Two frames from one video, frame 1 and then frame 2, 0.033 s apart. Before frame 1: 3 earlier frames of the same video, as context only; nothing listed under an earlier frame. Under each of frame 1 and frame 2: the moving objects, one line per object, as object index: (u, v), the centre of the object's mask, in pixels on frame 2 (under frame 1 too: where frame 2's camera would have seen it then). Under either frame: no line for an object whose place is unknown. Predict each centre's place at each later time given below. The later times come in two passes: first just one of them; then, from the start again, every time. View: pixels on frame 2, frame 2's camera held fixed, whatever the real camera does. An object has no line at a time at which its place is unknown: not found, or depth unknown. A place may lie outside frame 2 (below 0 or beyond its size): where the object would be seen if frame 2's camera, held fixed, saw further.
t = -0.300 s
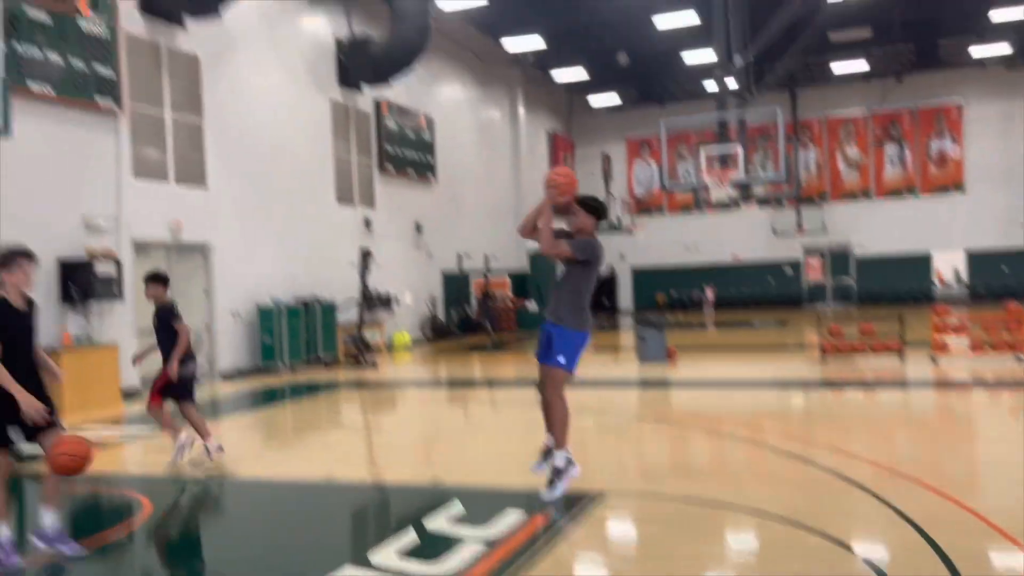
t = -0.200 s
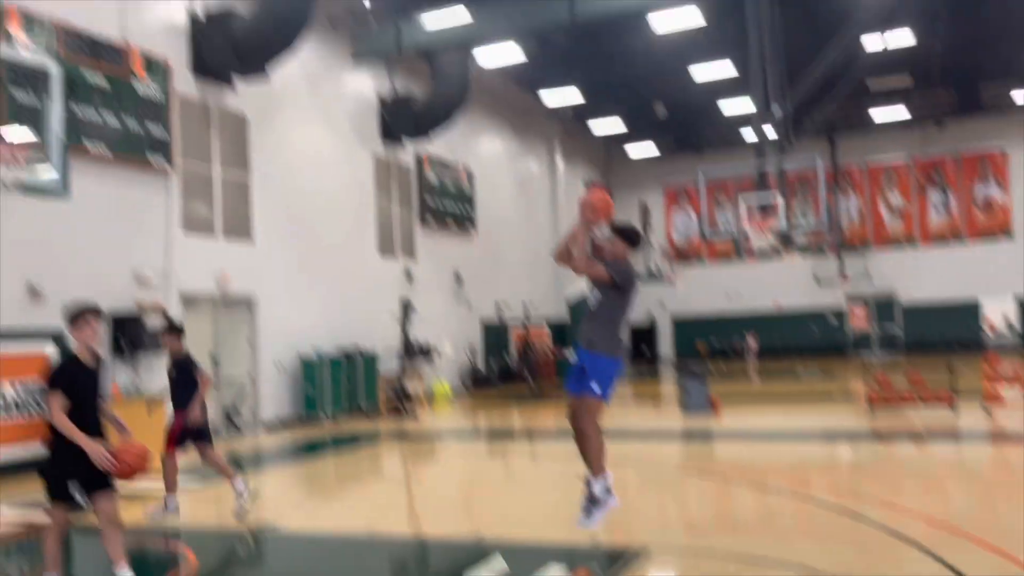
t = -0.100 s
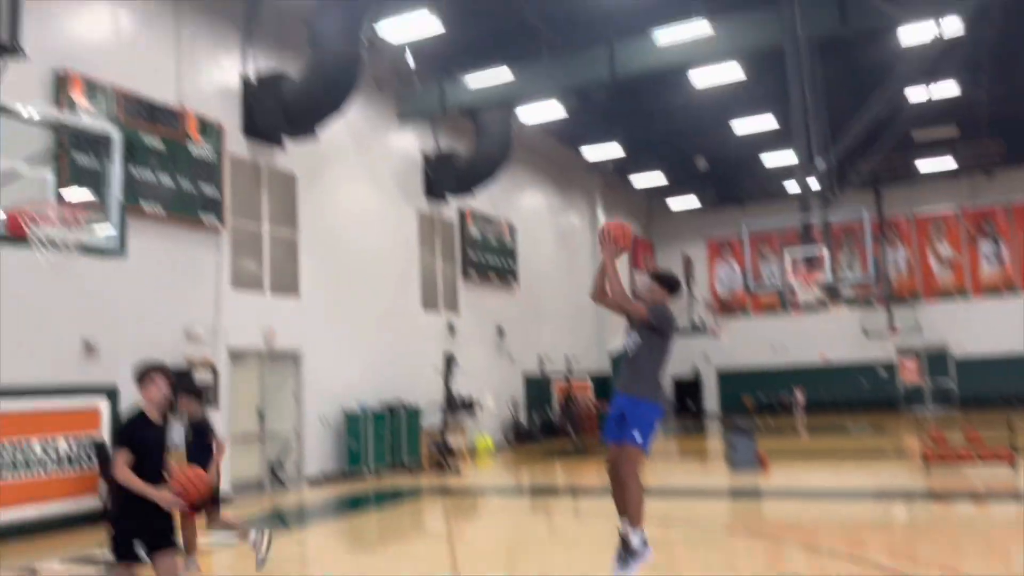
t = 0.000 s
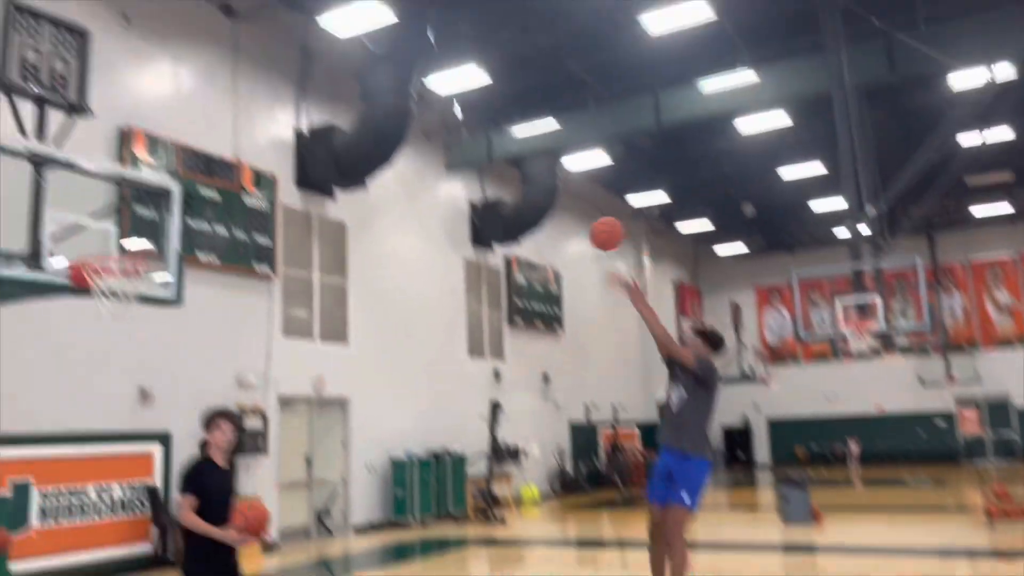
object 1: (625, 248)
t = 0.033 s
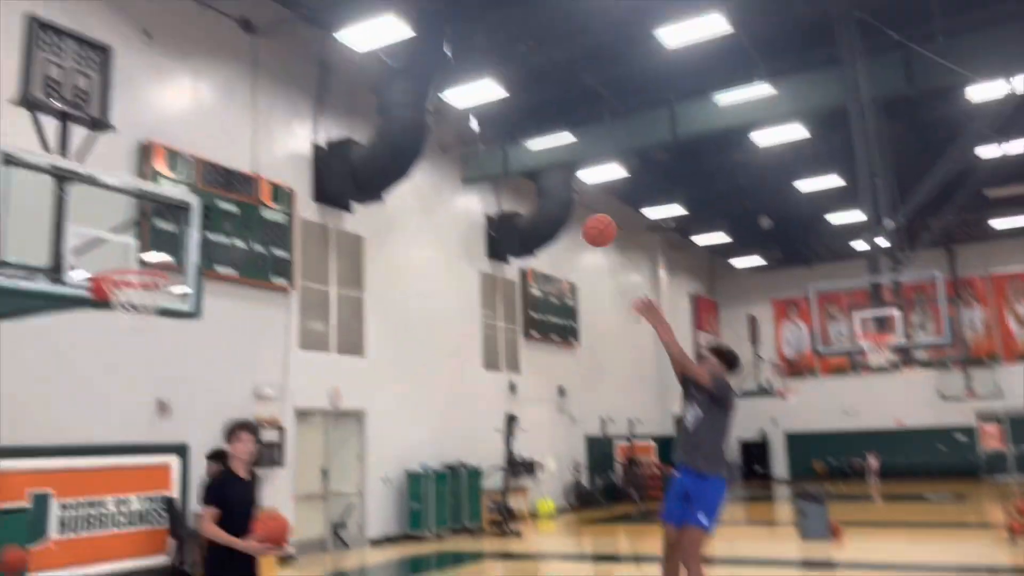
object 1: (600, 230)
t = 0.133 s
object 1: (535, 193)
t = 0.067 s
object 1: (577, 216)
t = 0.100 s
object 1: (556, 204)
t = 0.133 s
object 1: (535, 193)
